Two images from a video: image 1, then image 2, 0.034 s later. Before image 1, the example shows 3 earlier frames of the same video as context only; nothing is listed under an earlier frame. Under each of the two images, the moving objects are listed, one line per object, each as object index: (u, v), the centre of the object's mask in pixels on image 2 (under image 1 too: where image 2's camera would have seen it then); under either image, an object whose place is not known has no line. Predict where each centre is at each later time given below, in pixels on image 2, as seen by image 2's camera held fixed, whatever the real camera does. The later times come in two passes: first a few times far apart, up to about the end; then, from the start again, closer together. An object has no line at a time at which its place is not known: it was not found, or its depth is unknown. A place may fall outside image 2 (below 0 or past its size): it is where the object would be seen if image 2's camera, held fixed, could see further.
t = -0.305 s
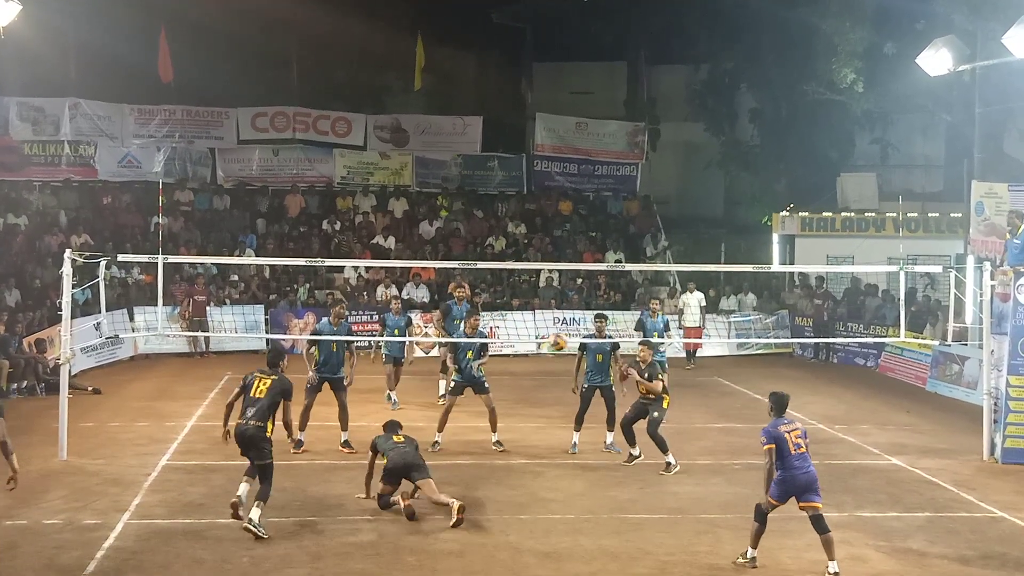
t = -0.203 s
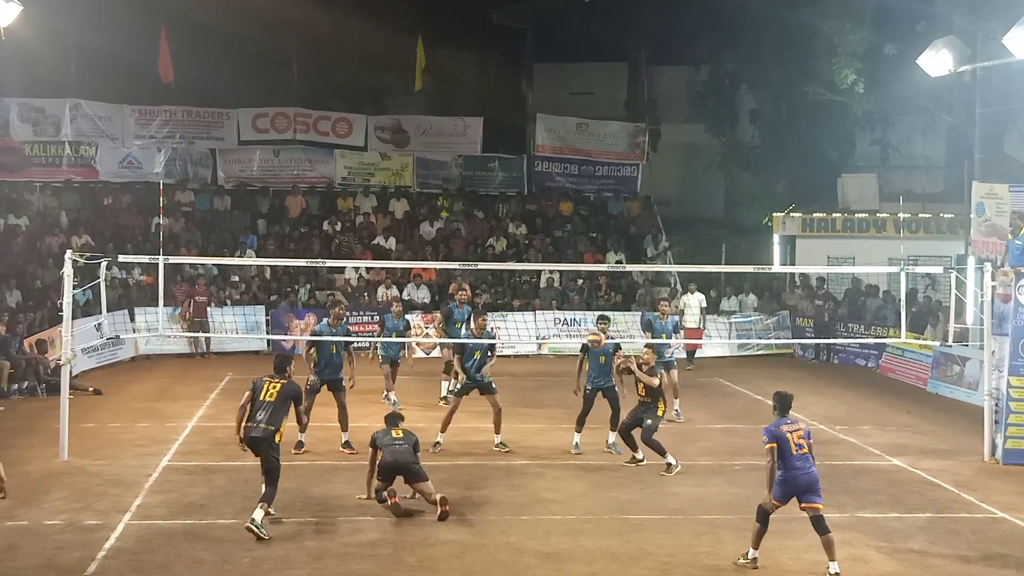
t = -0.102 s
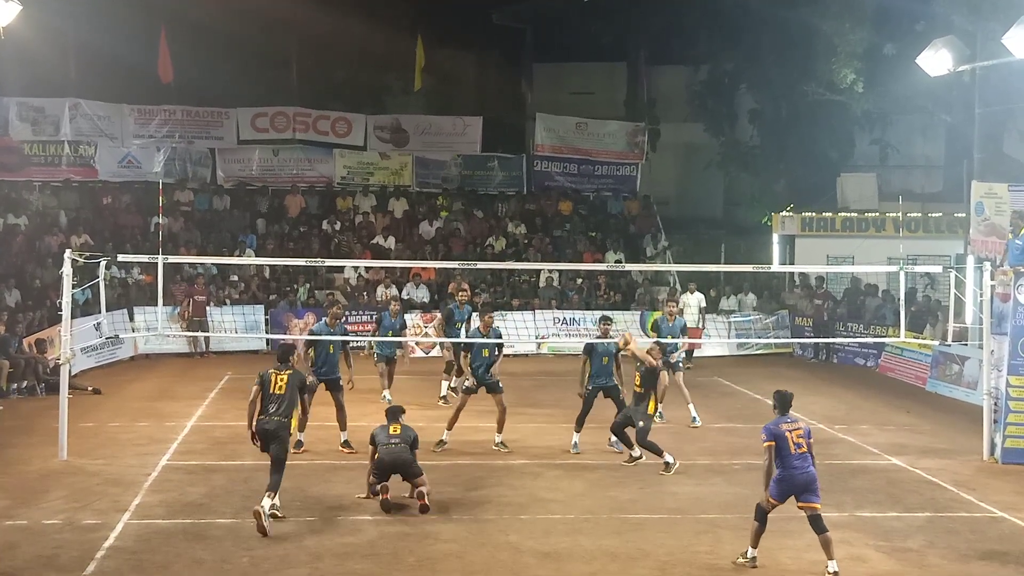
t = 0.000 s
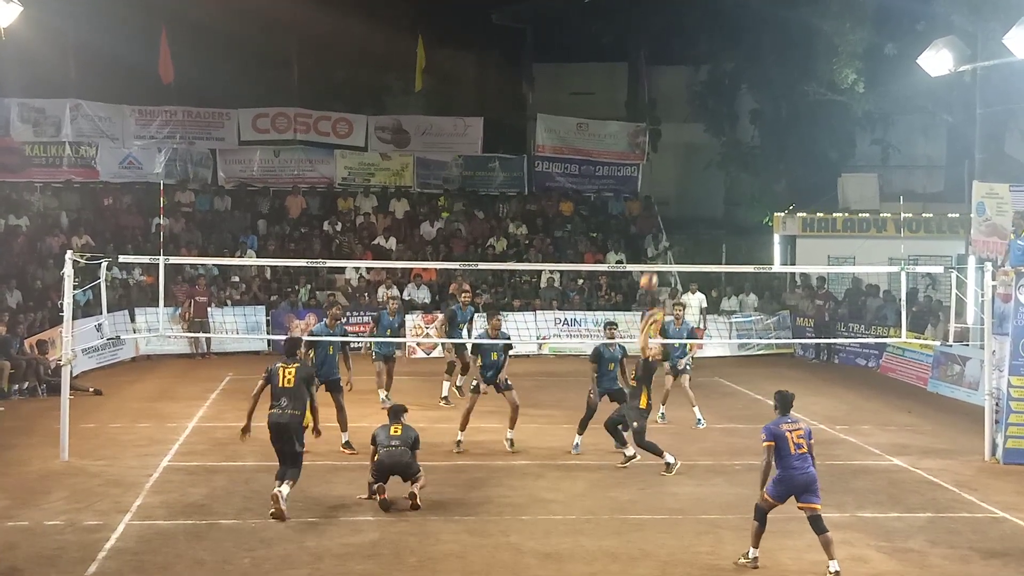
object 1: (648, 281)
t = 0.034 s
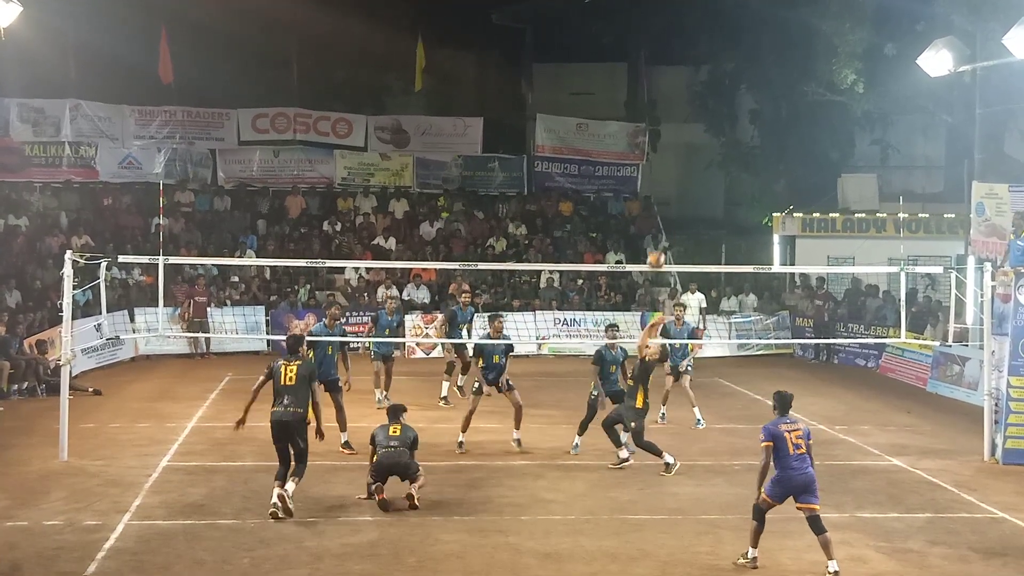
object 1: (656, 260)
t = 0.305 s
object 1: (714, 128)
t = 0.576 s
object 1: (773, 59)
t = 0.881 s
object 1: (837, 56)
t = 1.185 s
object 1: (896, 132)
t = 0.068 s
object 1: (663, 241)
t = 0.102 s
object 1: (670, 222)
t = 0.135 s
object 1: (677, 203)
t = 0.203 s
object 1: (692, 170)
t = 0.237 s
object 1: (700, 155)
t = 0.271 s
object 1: (707, 141)
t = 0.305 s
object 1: (714, 128)
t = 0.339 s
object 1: (722, 115)
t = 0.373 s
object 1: (729, 104)
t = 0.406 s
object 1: (736, 95)
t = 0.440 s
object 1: (744, 85)
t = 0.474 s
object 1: (751, 77)
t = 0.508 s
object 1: (759, 70)
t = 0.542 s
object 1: (766, 64)
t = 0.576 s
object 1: (773, 59)
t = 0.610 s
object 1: (780, 54)
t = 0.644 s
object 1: (787, 51)
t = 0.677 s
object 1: (794, 49)
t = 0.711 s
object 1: (802, 47)
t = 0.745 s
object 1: (809, 47)
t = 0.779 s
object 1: (816, 48)
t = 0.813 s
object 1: (823, 49)
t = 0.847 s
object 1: (830, 52)
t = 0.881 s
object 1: (837, 56)
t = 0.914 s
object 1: (844, 60)
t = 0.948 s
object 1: (851, 66)
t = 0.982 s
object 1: (857, 72)
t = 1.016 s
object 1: (864, 81)
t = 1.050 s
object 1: (870, 88)
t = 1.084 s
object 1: (877, 97)
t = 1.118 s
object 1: (883, 108)
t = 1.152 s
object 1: (890, 119)
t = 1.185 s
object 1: (896, 132)
